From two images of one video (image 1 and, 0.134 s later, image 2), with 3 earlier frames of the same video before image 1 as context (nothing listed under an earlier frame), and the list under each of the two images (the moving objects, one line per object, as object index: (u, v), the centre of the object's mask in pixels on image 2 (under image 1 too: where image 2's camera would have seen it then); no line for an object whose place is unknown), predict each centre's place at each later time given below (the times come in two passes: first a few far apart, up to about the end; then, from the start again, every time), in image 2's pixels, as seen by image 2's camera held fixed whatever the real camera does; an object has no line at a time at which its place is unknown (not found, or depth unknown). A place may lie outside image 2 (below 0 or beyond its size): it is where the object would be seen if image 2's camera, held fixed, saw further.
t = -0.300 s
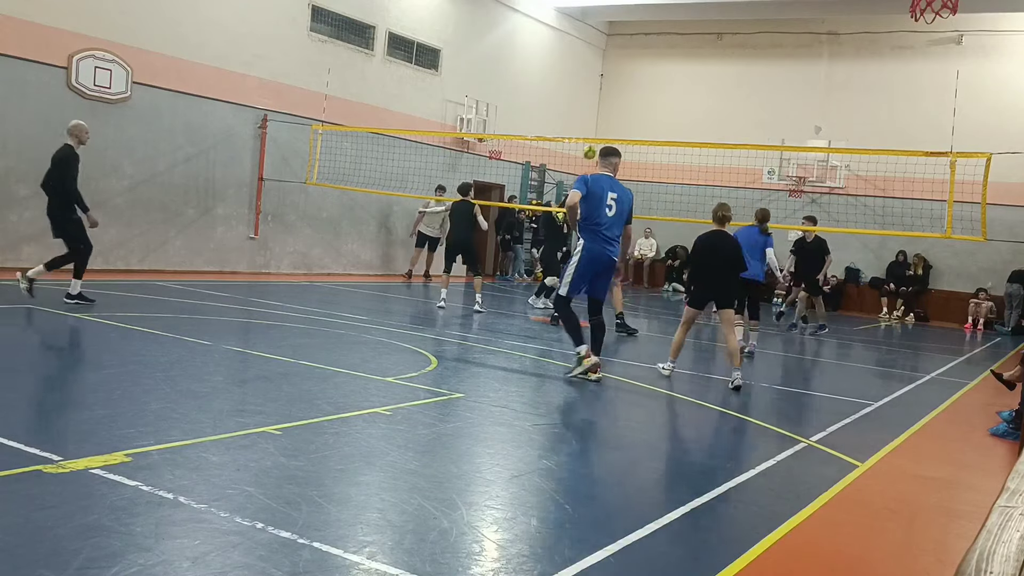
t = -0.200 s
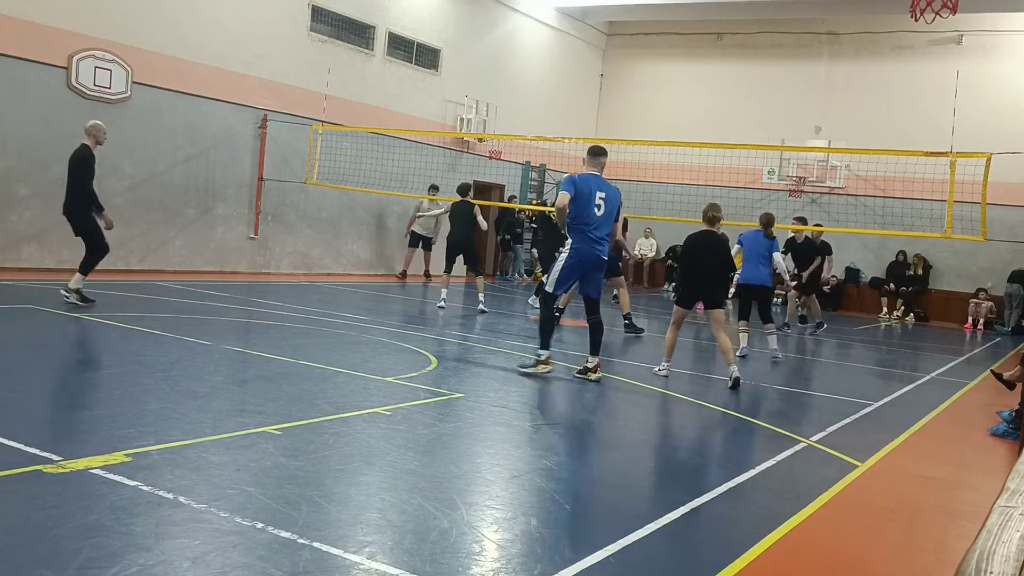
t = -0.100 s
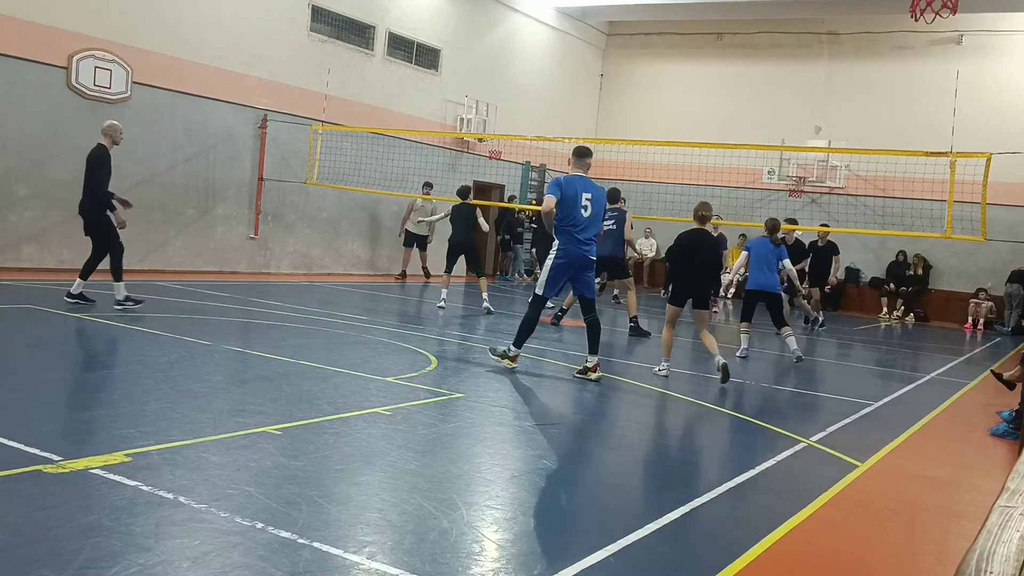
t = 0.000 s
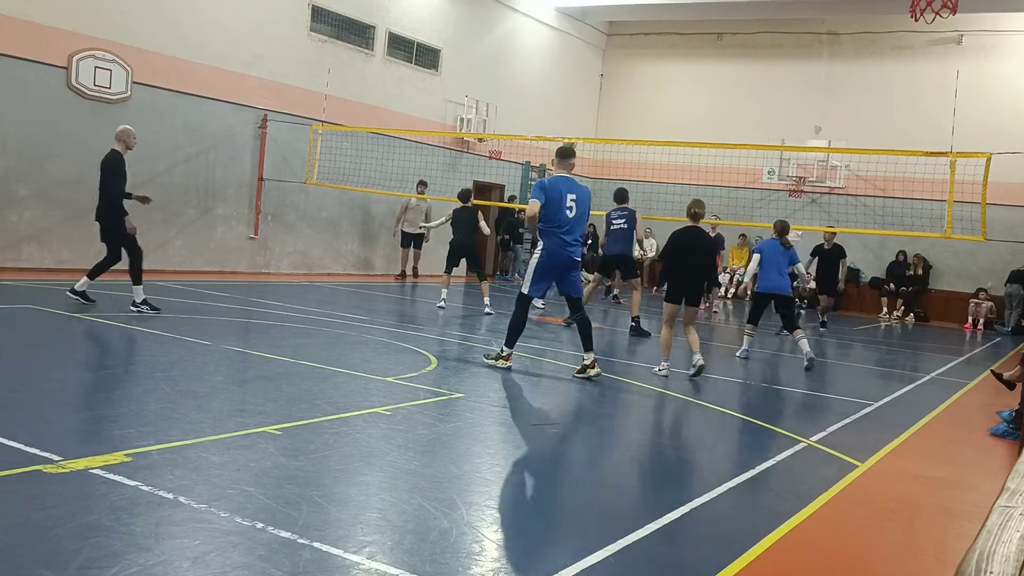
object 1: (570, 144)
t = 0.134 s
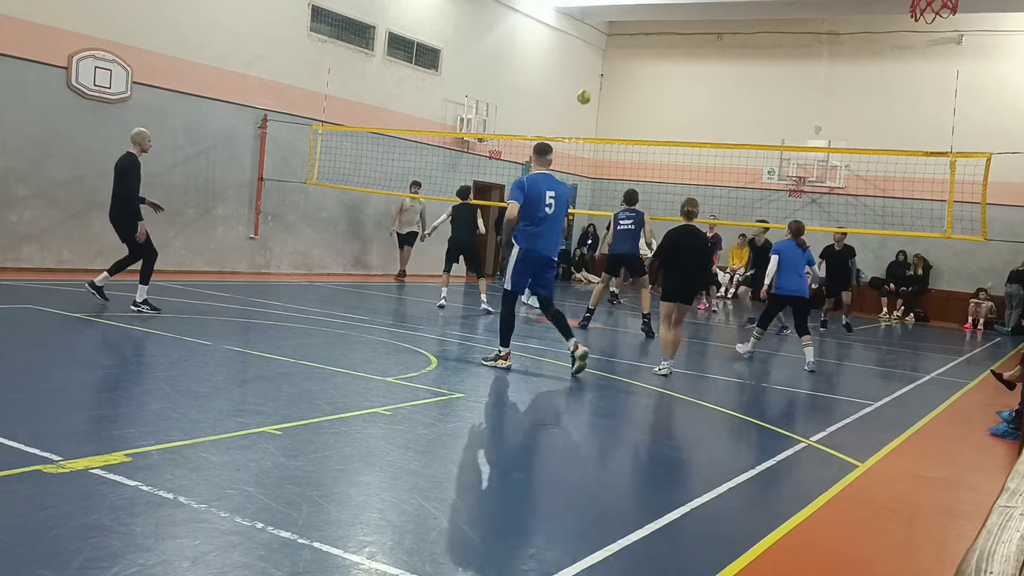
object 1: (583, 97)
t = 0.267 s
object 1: (596, 62)
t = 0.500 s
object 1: (615, 28)
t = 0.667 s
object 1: (626, 26)
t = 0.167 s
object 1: (587, 86)
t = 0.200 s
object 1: (590, 78)
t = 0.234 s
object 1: (592, 70)
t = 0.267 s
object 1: (596, 62)
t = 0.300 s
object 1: (598, 55)
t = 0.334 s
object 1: (601, 49)
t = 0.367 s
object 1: (603, 43)
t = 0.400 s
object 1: (606, 38)
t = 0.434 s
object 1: (609, 34)
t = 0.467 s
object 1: (612, 31)
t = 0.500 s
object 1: (615, 28)
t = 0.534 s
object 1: (617, 27)
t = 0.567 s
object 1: (619, 25)
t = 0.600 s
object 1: (621, 25)
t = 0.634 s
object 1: (623, 25)
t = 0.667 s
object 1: (626, 26)
